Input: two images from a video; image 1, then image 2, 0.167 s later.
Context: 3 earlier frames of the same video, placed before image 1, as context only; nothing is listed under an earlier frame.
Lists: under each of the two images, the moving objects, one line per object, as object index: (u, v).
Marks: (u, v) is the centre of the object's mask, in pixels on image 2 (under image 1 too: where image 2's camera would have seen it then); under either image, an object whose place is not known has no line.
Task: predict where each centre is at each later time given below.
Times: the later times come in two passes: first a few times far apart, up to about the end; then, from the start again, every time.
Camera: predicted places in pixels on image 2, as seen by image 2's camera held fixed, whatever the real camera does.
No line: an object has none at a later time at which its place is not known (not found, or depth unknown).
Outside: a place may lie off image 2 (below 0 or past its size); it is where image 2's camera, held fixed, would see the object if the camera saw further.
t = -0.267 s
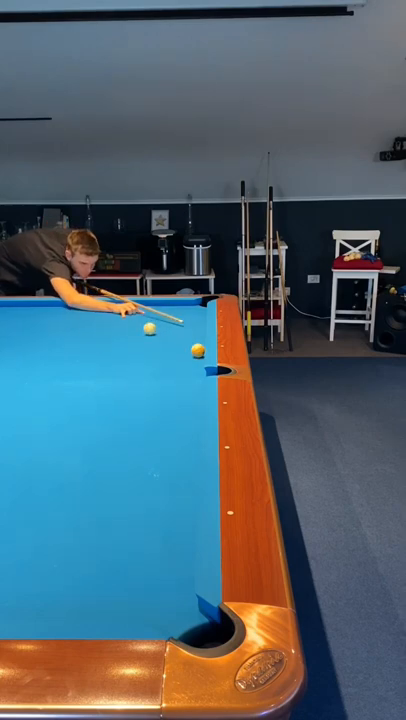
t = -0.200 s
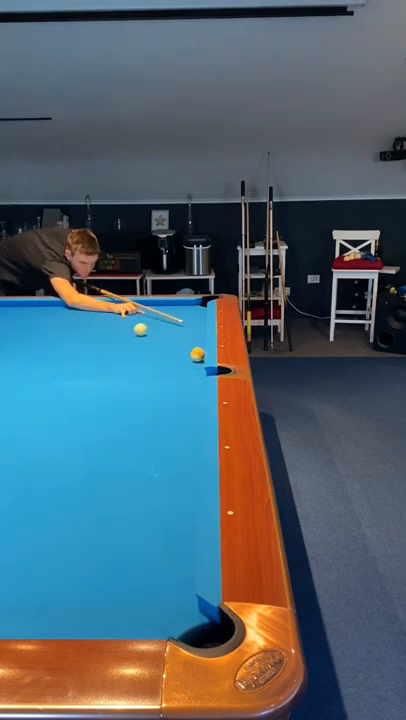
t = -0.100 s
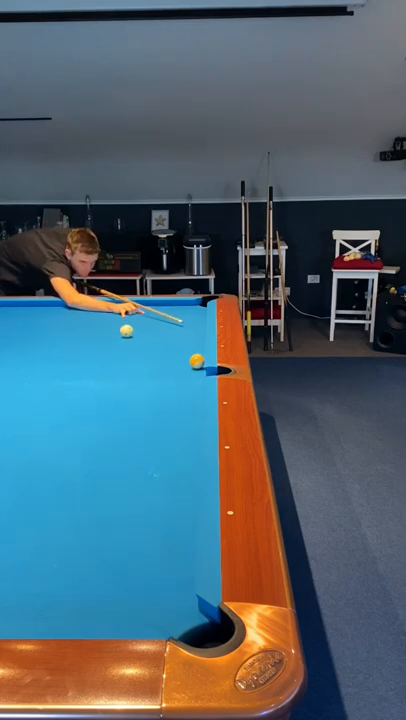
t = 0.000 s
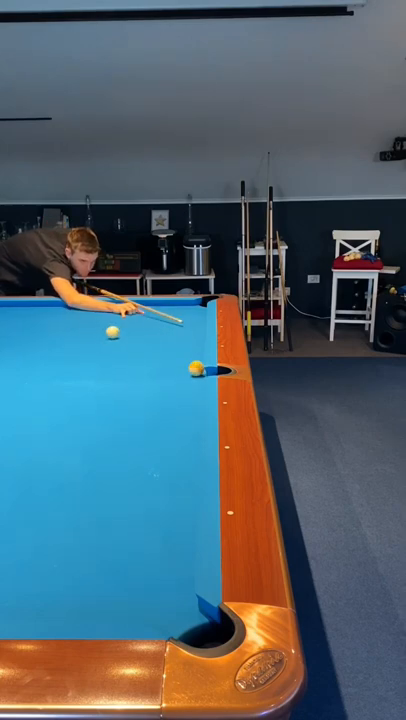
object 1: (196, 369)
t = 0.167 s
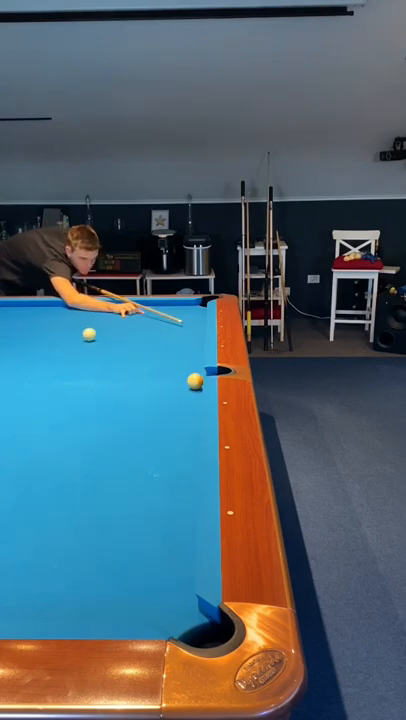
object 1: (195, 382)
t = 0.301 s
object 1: (194, 393)
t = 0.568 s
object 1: (192, 419)
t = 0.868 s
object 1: (189, 456)
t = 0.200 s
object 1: (195, 385)
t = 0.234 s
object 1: (195, 387)
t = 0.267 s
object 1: (194, 390)
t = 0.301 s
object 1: (194, 393)
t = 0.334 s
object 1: (194, 396)
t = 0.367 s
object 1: (194, 399)
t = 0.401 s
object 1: (193, 402)
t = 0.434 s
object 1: (193, 405)
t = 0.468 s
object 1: (193, 409)
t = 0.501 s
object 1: (192, 412)
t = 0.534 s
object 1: (192, 416)
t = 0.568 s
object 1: (192, 419)
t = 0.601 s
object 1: (191, 423)
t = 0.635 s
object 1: (191, 427)
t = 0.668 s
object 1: (191, 430)
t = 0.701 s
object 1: (190, 434)
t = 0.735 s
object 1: (190, 438)
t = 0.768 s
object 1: (190, 442)
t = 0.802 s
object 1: (189, 446)
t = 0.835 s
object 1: (189, 451)
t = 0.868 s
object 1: (189, 456)
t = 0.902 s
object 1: (188, 460)
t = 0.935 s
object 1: (188, 465)
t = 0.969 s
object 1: (187, 470)
